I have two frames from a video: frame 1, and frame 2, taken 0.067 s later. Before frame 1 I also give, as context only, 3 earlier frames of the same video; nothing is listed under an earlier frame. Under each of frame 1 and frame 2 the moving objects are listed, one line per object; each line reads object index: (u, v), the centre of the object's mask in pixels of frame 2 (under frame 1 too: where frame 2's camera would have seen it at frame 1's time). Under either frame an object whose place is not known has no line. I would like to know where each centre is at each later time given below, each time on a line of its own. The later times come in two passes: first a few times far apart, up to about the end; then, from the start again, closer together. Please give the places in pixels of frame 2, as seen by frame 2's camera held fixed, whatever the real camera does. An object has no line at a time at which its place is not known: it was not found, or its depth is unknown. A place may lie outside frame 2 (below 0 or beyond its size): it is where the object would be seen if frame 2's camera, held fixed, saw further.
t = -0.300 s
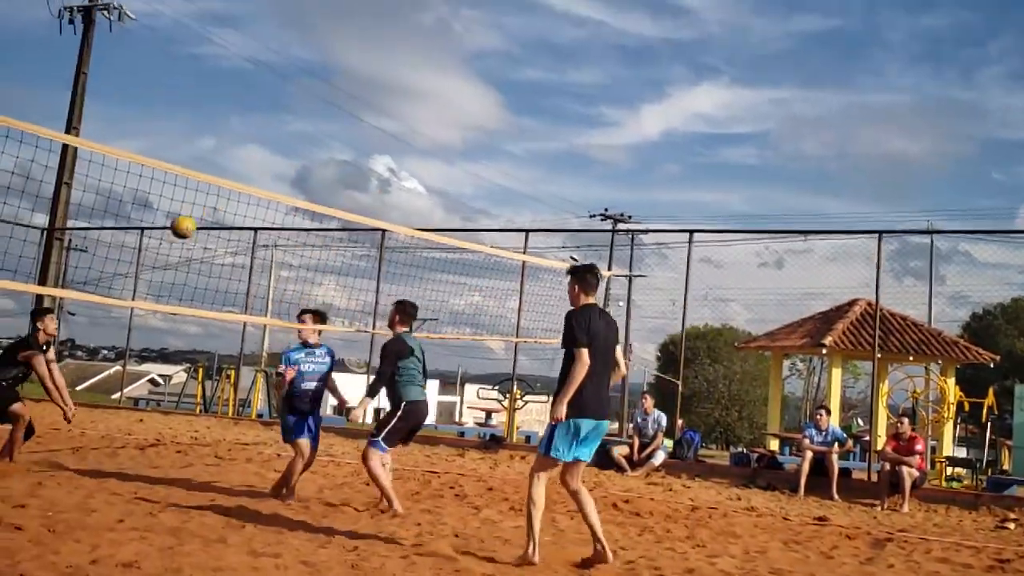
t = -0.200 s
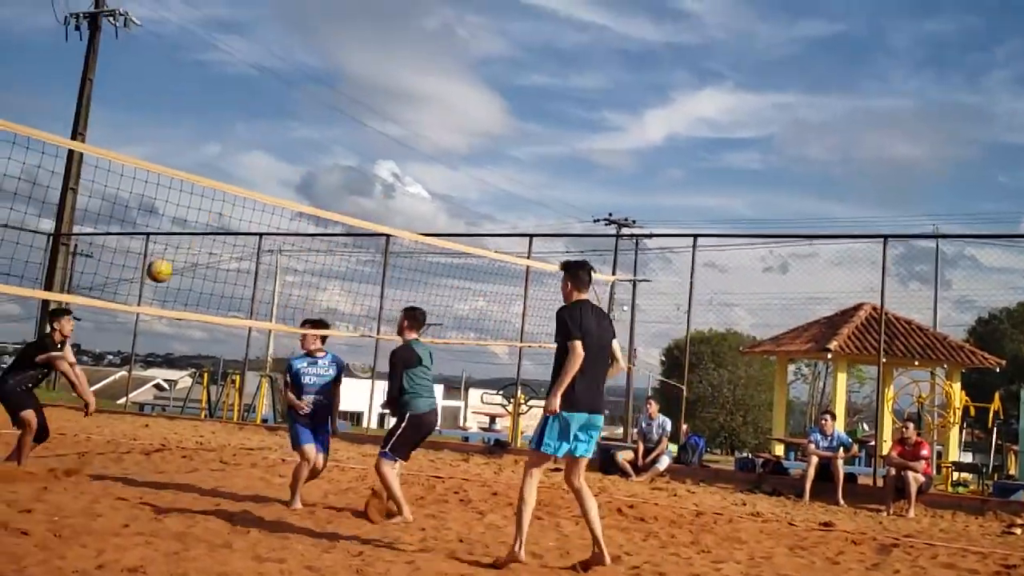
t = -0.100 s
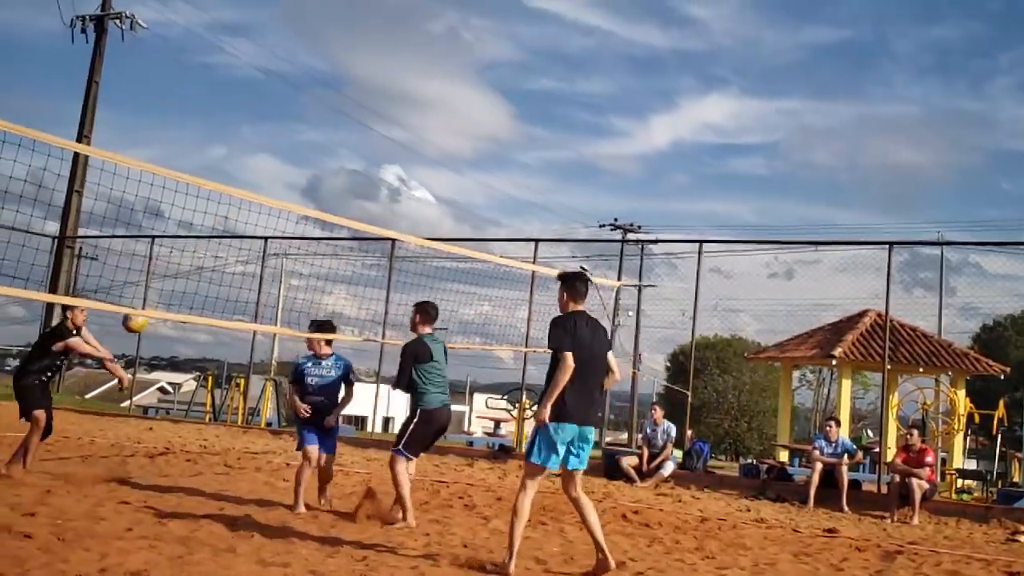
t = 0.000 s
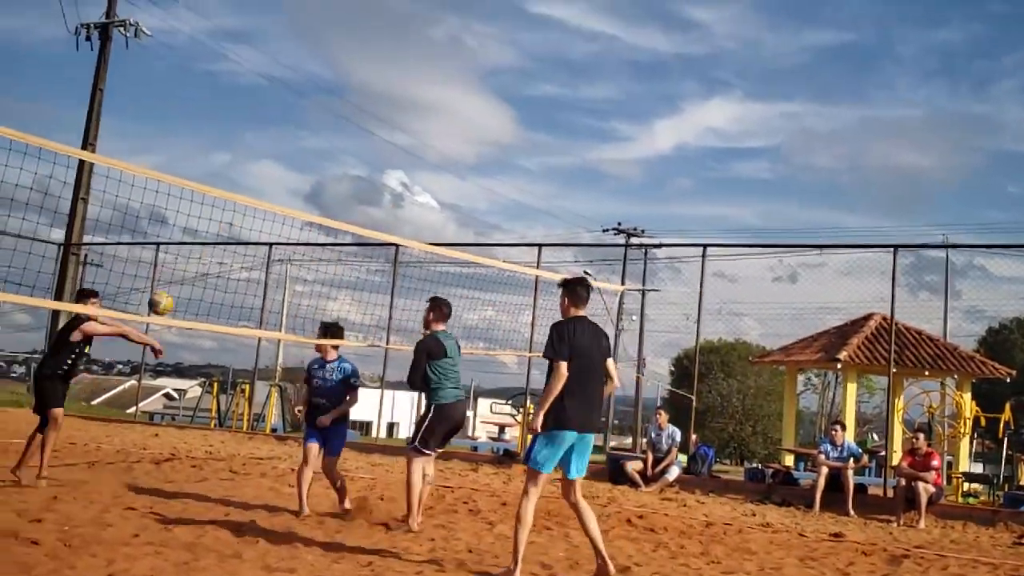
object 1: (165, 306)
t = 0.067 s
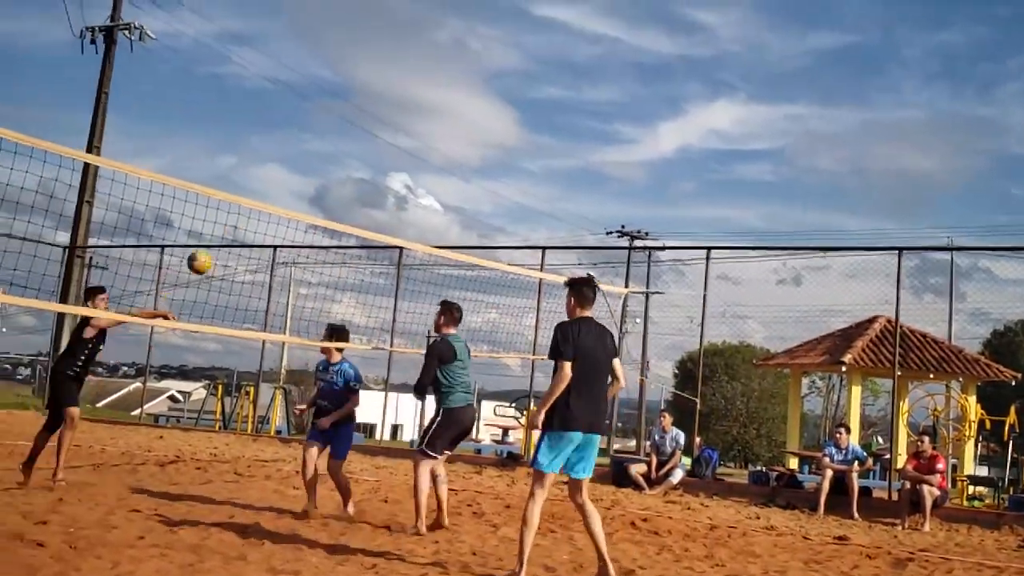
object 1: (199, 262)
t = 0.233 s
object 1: (281, 174)
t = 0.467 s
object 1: (383, 99)
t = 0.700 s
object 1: (473, 78)
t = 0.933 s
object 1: (556, 117)
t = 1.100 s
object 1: (612, 181)
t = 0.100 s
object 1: (216, 242)
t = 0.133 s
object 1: (232, 224)
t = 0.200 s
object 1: (265, 189)
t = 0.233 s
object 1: (281, 174)
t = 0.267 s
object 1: (296, 160)
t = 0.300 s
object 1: (311, 148)
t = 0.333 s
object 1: (325, 136)
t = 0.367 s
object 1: (340, 125)
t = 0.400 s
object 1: (355, 115)
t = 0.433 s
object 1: (369, 106)
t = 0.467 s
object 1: (383, 99)
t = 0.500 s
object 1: (397, 93)
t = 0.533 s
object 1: (409, 88)
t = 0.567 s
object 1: (422, 83)
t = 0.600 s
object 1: (436, 81)
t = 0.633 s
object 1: (448, 79)
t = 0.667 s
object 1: (460, 77)
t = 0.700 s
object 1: (473, 78)
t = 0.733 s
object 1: (485, 80)
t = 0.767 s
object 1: (497, 83)
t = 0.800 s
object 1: (509, 88)
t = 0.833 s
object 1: (521, 93)
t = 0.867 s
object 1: (533, 100)
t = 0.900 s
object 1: (544, 108)
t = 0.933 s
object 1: (556, 117)
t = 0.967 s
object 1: (567, 127)
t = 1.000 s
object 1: (579, 139)
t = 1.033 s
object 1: (590, 152)
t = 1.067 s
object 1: (601, 166)
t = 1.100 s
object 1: (612, 181)
